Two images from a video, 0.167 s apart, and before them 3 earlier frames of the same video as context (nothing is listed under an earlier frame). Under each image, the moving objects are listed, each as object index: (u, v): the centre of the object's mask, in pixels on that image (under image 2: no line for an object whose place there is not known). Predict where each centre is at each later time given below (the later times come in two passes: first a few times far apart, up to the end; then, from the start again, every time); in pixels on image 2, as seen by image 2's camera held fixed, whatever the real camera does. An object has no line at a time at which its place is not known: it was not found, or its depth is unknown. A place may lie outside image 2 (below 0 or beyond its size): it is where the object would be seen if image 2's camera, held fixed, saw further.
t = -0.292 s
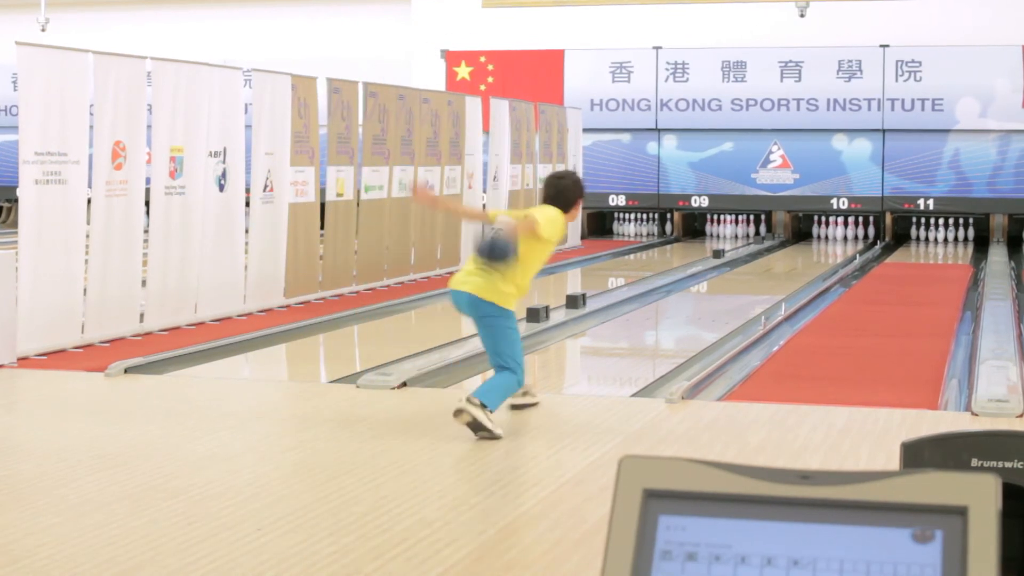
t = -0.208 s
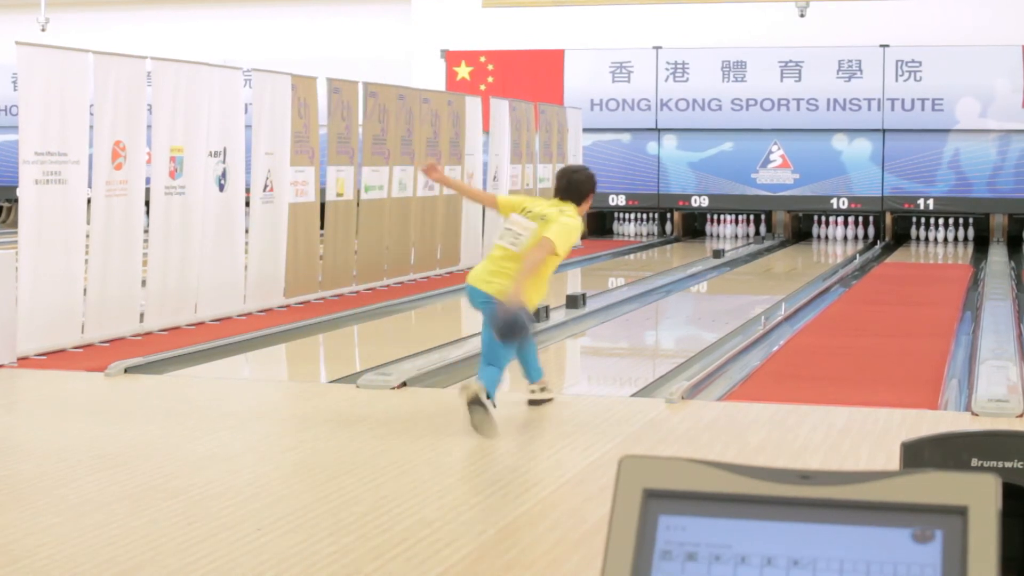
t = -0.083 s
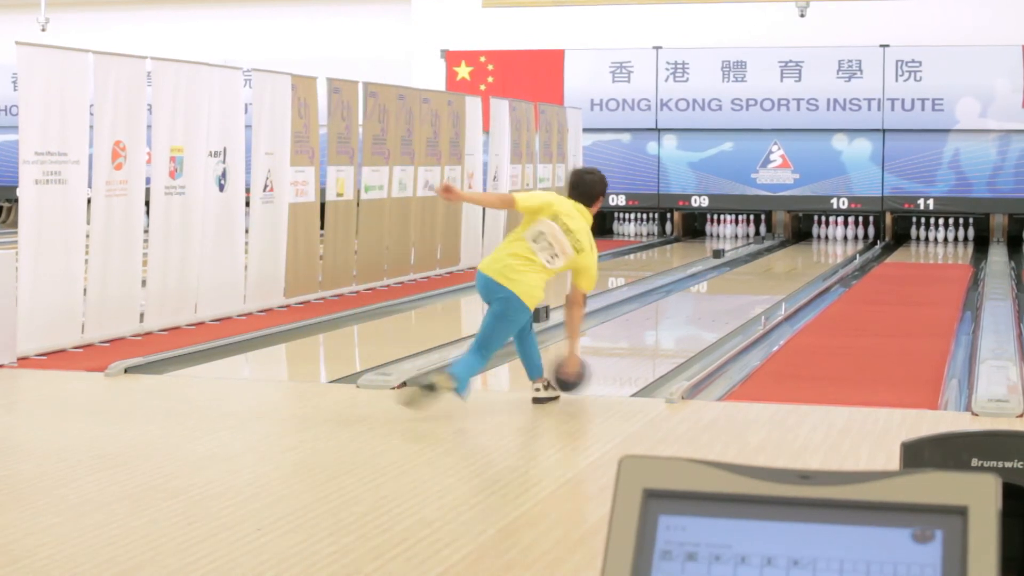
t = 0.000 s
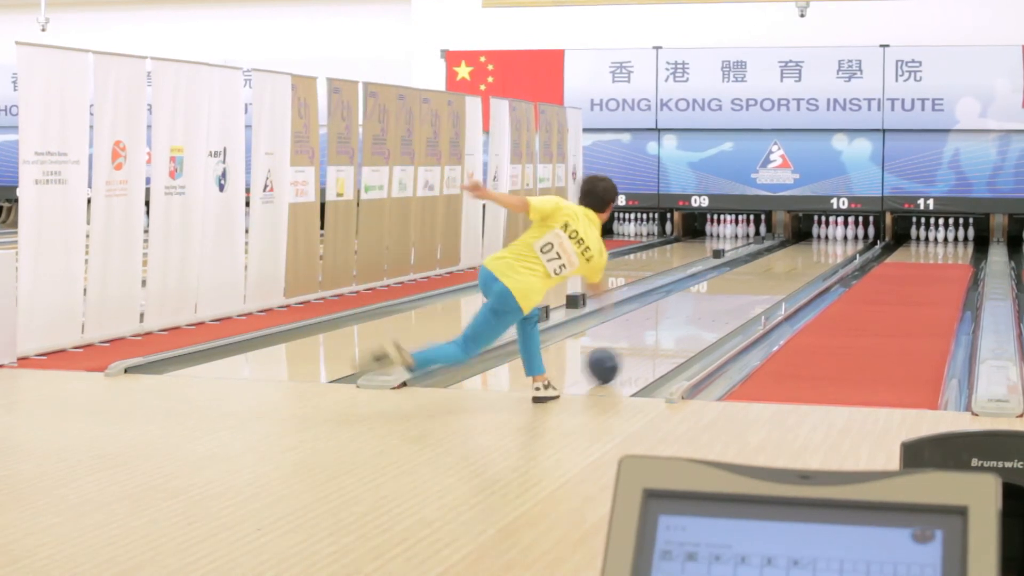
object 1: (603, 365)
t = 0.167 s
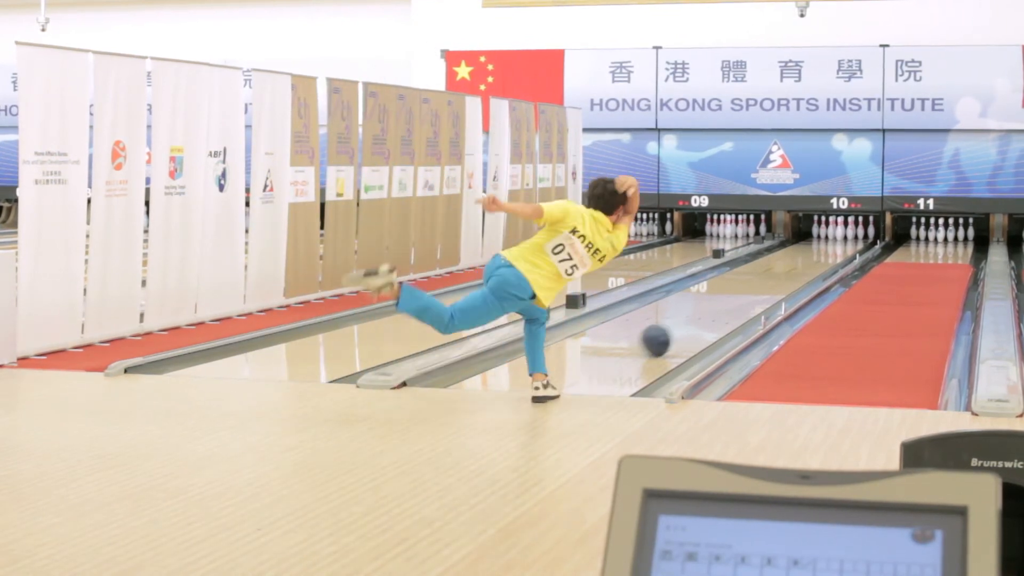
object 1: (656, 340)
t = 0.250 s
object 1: (678, 330)
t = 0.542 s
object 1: (737, 302)
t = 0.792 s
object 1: (773, 284)
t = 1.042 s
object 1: (799, 270)
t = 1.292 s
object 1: (818, 260)
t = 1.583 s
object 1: (833, 249)
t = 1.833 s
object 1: (840, 242)
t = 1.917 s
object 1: (842, 240)
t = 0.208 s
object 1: (668, 335)
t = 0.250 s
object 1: (678, 330)
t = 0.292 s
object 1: (688, 325)
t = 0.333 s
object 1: (698, 321)
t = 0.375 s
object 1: (706, 316)
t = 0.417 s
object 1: (715, 312)
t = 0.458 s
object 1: (722, 308)
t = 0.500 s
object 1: (730, 305)
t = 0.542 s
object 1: (737, 302)
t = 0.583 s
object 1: (744, 298)
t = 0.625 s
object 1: (750, 295)
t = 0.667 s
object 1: (756, 292)
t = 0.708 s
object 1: (762, 289)
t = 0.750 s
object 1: (768, 286)
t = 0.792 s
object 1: (773, 284)
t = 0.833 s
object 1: (778, 281)
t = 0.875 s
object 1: (782, 279)
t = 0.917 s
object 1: (787, 277)
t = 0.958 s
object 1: (791, 275)
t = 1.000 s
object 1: (795, 272)
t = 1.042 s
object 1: (799, 270)
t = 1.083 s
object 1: (803, 268)
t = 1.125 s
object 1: (806, 266)
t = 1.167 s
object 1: (810, 265)
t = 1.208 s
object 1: (813, 263)
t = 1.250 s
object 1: (816, 261)
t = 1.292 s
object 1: (818, 260)
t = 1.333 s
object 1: (821, 258)
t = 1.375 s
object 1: (823, 256)
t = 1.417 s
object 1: (825, 255)
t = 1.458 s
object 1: (828, 253)
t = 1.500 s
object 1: (830, 252)
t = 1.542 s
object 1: (832, 250)
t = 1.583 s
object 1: (833, 249)
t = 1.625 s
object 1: (835, 248)
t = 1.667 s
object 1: (836, 246)
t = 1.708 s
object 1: (838, 246)
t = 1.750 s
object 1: (839, 245)
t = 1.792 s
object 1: (840, 243)
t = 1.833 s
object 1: (840, 242)
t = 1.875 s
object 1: (841, 241)
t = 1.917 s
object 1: (842, 240)
